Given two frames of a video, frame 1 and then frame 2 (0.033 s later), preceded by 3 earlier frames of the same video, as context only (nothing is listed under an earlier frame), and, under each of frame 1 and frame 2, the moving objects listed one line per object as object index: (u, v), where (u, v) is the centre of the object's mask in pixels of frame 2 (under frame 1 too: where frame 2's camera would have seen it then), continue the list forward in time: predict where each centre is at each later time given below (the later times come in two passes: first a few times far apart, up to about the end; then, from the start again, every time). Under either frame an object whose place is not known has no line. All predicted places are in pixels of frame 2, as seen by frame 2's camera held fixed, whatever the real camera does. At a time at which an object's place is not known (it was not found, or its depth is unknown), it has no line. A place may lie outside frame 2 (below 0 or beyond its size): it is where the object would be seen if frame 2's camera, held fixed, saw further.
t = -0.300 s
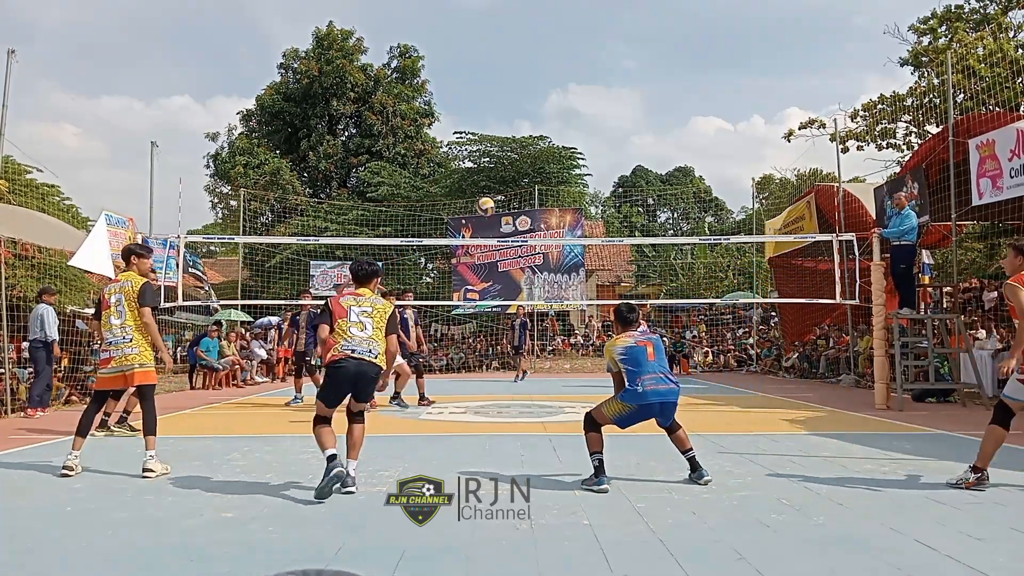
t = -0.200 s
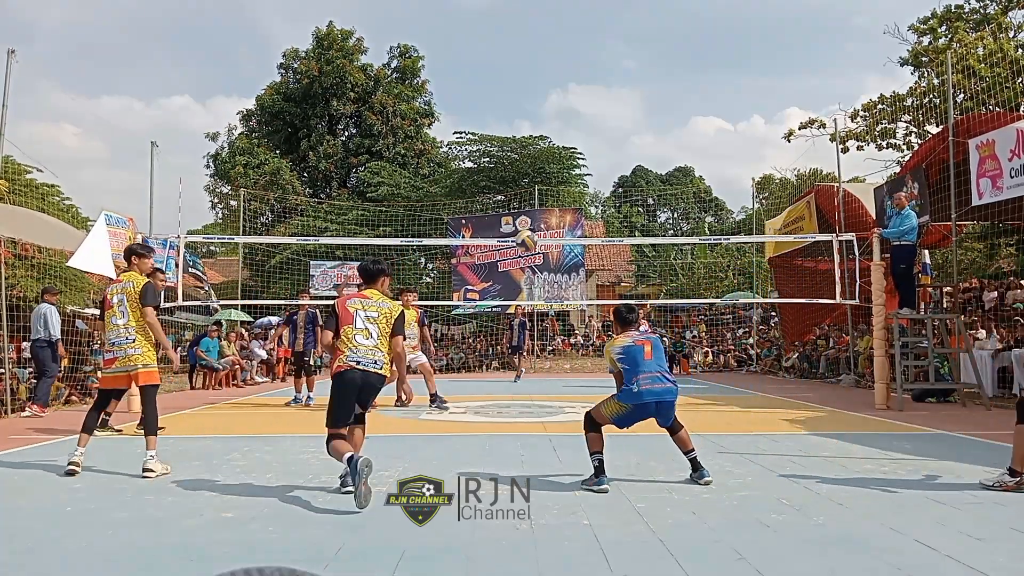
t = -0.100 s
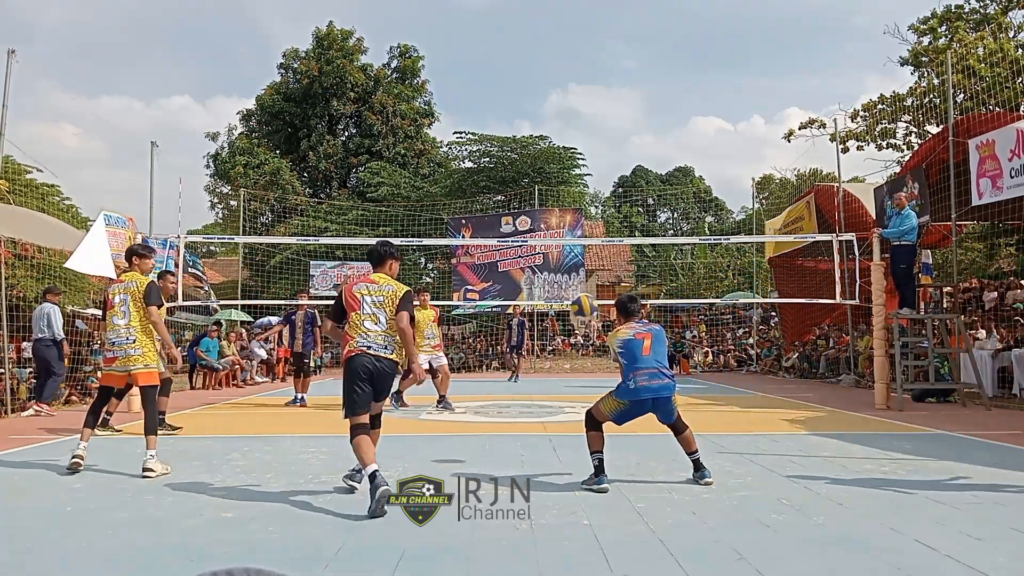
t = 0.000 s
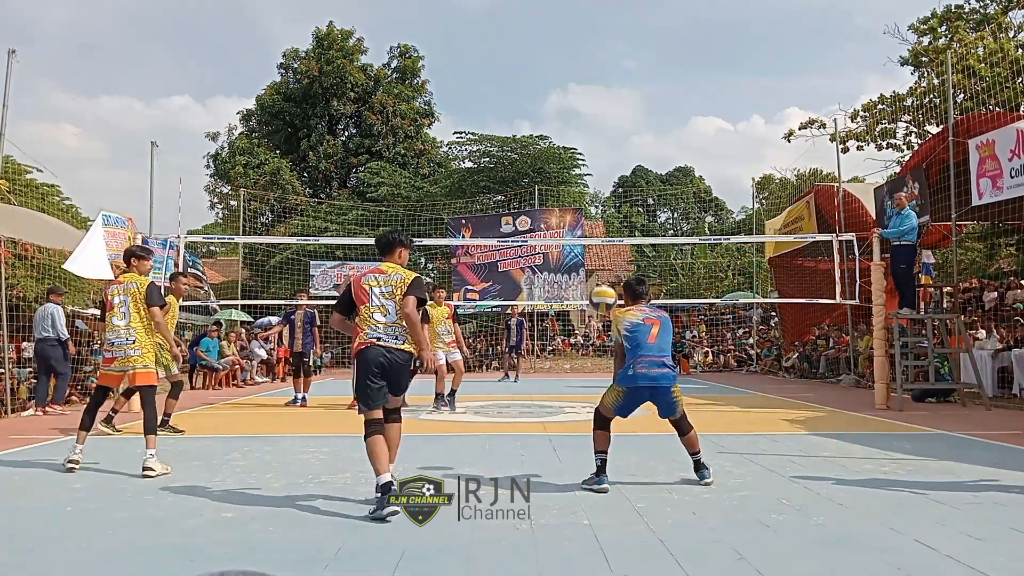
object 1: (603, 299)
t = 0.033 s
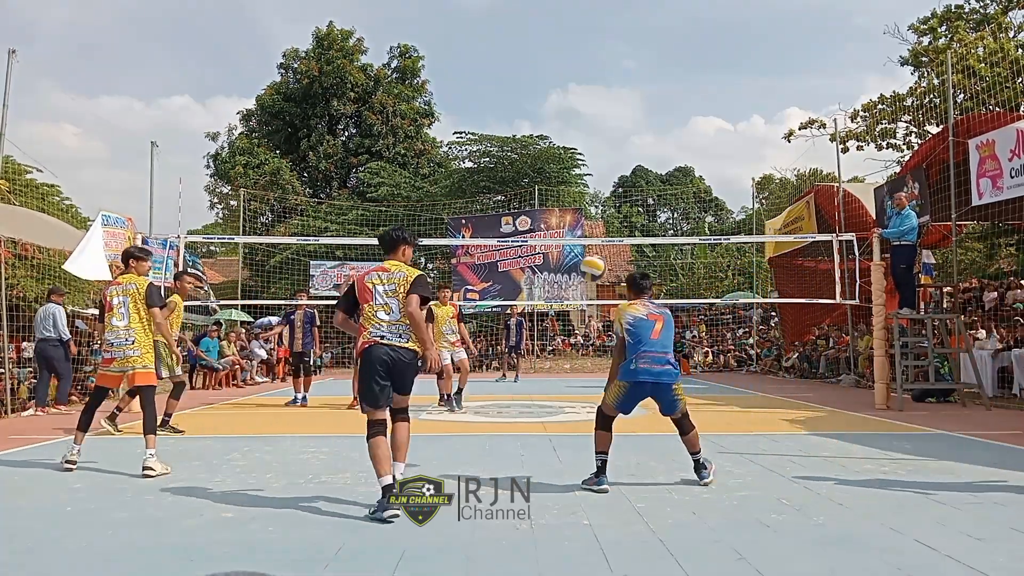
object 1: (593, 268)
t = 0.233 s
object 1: (541, 132)
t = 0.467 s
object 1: (493, 55)
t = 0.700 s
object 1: (454, 47)
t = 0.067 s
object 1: (583, 240)
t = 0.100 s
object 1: (575, 214)
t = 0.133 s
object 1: (566, 191)
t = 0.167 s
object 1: (557, 169)
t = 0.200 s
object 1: (549, 150)
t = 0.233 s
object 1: (541, 132)
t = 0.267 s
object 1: (533, 116)
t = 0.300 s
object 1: (526, 102)
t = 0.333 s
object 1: (519, 89)
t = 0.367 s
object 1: (512, 79)
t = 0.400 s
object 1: (506, 69)
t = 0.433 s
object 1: (499, 62)
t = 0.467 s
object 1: (493, 55)
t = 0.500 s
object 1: (487, 50)
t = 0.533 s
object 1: (481, 47)
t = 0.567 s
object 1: (475, 44)
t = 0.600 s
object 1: (469, 43)
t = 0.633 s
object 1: (464, 44)
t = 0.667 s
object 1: (459, 45)
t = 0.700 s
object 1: (454, 47)
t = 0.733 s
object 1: (448, 51)
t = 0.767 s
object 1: (444, 55)
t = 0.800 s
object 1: (439, 61)
